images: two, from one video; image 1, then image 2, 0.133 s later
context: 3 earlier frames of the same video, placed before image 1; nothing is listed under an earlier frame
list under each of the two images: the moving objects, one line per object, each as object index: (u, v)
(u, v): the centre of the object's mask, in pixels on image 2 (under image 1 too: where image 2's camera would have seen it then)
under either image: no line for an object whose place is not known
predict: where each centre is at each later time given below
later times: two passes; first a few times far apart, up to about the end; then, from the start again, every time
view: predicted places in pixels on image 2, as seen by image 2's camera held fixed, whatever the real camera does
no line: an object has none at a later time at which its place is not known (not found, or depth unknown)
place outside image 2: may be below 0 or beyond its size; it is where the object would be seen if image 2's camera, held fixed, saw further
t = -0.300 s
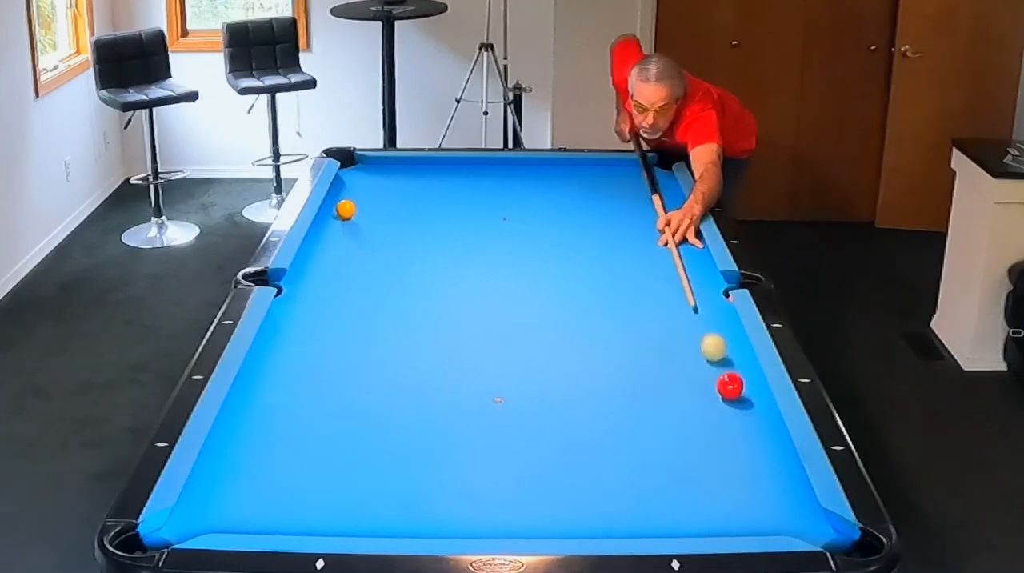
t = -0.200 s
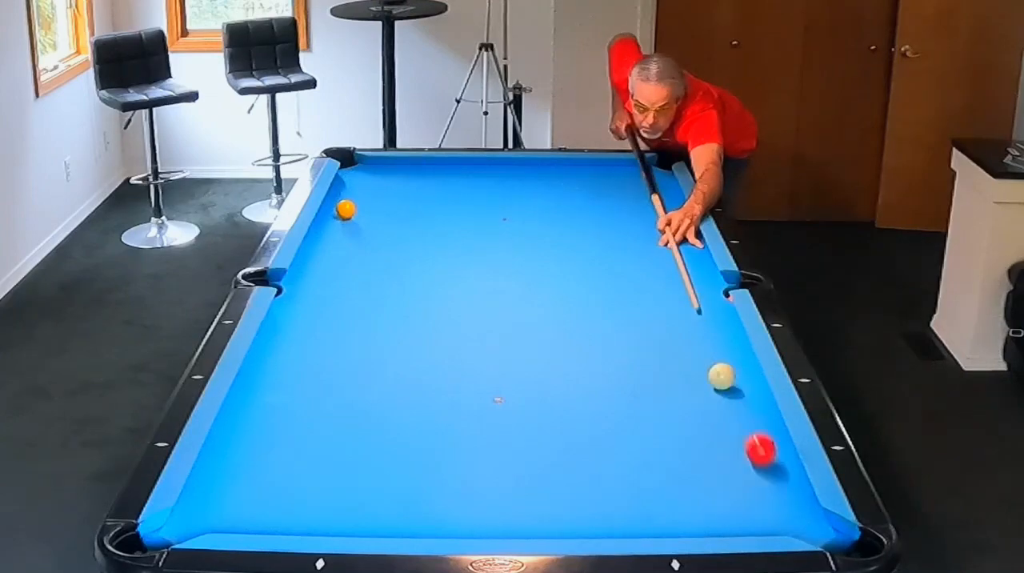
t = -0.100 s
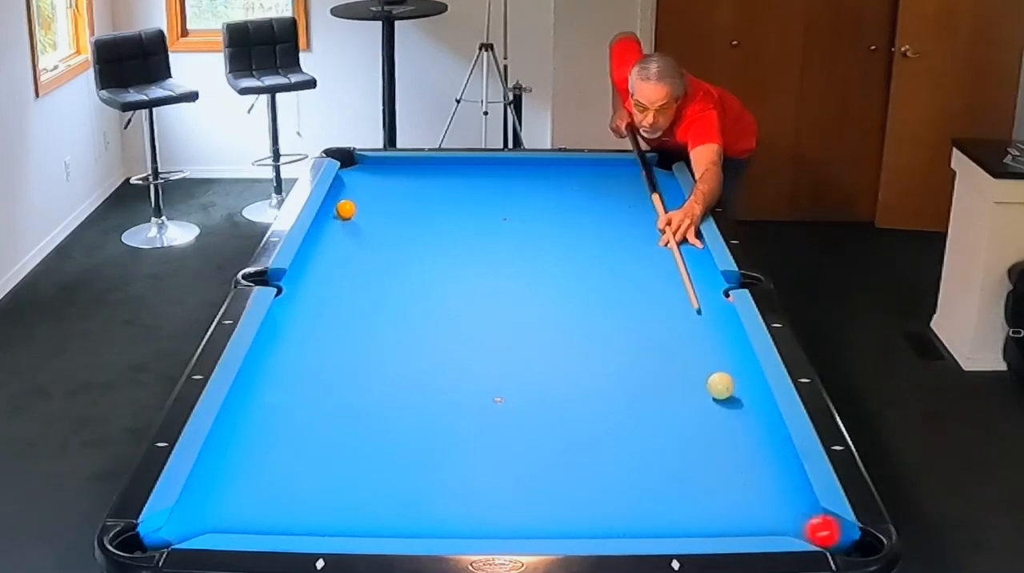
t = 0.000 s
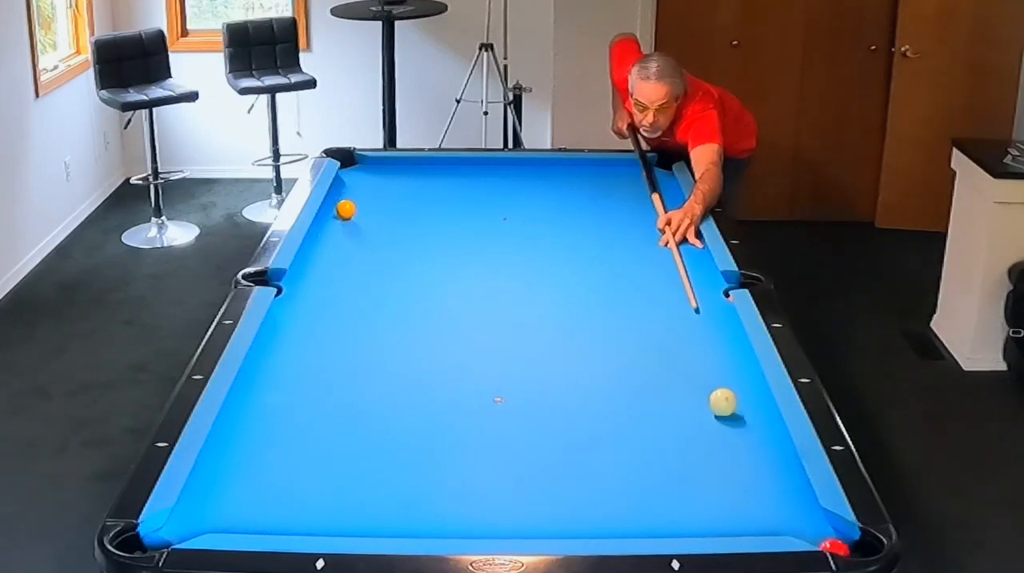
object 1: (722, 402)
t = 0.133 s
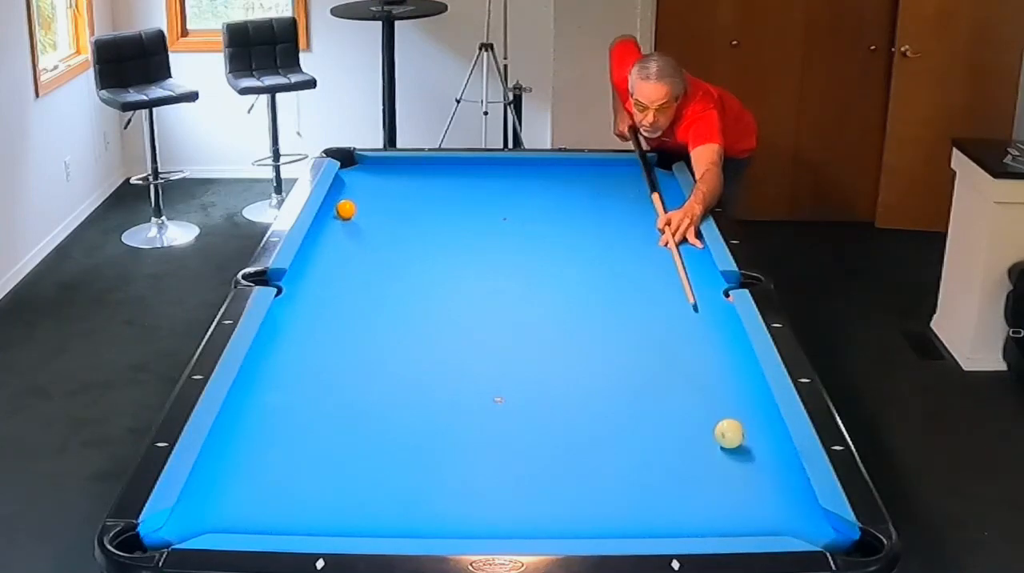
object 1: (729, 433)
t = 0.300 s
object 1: (738, 477)
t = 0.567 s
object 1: (738, 517)
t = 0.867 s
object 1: (702, 473)
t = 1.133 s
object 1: (675, 440)
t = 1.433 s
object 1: (649, 408)
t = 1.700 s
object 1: (629, 384)
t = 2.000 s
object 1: (609, 361)
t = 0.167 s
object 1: (731, 442)
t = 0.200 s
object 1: (733, 450)
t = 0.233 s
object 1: (734, 458)
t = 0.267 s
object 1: (736, 467)
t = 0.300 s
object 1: (738, 477)
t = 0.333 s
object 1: (740, 486)
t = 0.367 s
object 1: (742, 495)
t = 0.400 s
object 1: (744, 505)
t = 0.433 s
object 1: (746, 515)
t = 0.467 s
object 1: (748, 523)
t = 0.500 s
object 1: (747, 526)
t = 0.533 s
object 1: (743, 522)
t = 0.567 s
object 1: (738, 517)
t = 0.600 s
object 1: (734, 512)
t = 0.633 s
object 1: (730, 507)
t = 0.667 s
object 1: (725, 502)
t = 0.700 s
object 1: (721, 497)
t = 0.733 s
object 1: (717, 492)
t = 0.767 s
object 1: (713, 487)
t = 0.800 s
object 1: (710, 482)
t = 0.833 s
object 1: (706, 478)
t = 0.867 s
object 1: (702, 473)
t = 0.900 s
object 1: (698, 469)
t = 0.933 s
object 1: (695, 464)
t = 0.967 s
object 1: (692, 460)
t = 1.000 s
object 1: (688, 456)
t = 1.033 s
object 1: (685, 452)
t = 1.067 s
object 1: (682, 448)
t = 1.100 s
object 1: (679, 444)
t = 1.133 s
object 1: (675, 440)
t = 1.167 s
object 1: (672, 436)
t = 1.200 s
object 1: (669, 433)
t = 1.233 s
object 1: (666, 429)
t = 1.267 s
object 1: (663, 425)
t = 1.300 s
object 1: (660, 422)
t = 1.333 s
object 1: (657, 418)
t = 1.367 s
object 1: (654, 415)
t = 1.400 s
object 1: (652, 411)
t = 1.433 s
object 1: (649, 408)
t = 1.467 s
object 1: (646, 405)
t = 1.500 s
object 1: (644, 402)
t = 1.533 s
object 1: (641, 399)
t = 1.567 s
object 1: (638, 396)
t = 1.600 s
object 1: (636, 393)
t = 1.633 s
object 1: (634, 390)
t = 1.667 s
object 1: (631, 387)
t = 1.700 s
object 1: (629, 384)
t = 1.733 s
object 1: (626, 381)
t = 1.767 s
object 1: (624, 378)
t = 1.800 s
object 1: (622, 376)
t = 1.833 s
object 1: (619, 373)
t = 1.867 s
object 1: (617, 371)
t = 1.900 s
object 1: (615, 368)
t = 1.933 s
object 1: (613, 366)
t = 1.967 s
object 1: (611, 363)
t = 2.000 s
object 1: (609, 361)
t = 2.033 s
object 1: (607, 358)
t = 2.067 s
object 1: (605, 356)
